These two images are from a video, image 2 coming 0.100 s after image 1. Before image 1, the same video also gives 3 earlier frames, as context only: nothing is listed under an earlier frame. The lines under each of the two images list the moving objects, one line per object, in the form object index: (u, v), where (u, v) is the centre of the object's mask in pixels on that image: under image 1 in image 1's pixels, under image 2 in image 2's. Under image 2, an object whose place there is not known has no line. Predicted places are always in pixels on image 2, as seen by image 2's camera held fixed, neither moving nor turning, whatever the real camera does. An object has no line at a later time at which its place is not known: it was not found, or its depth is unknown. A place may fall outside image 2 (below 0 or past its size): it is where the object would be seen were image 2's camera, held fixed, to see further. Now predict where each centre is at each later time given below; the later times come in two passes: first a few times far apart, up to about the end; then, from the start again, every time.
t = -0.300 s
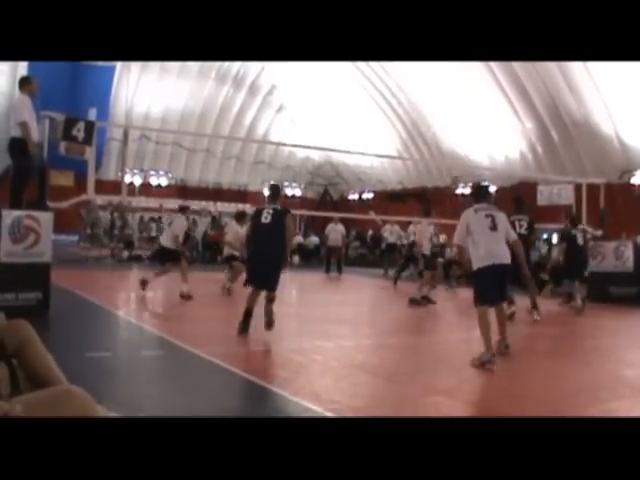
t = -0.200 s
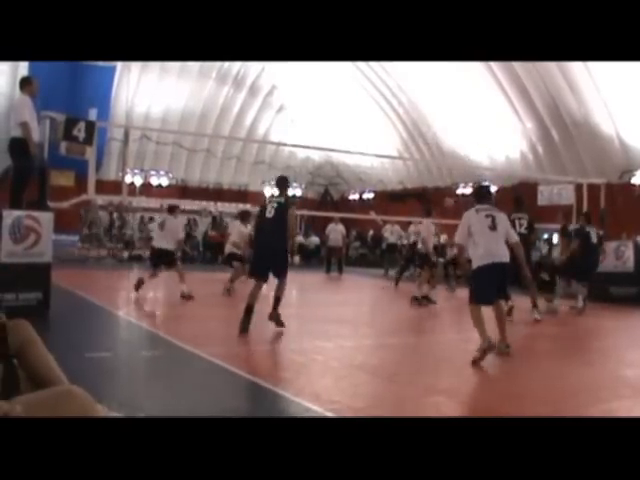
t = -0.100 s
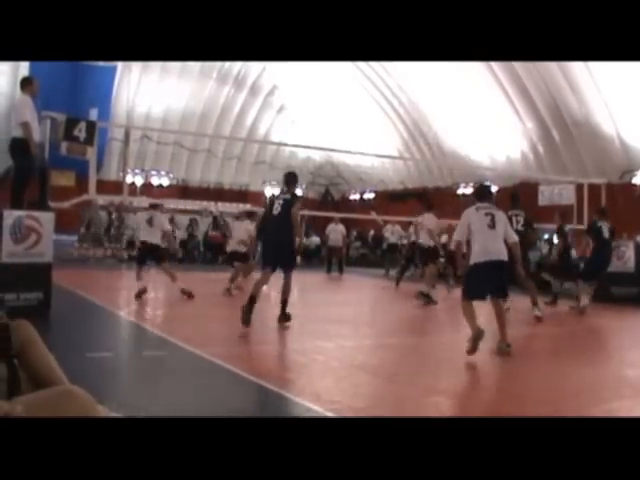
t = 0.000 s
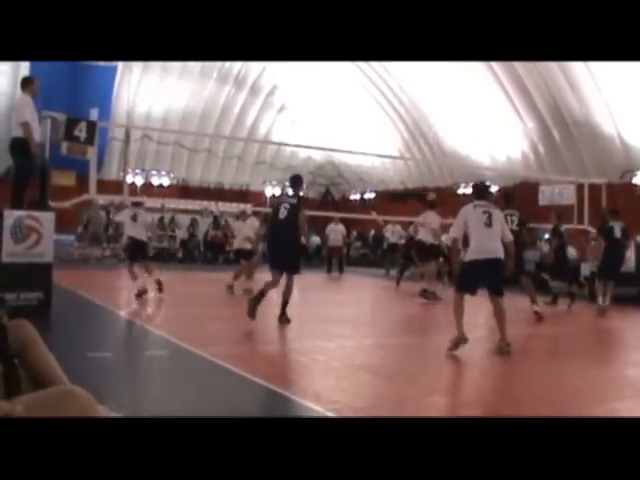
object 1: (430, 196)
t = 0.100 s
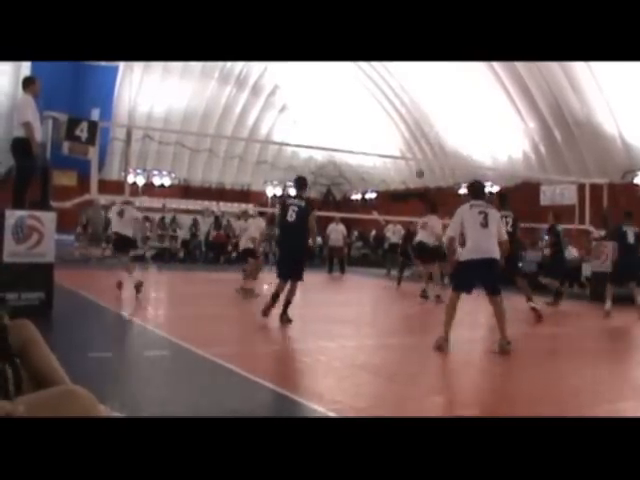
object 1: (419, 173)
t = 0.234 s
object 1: (402, 146)
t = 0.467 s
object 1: (370, 119)
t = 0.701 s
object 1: (336, 119)
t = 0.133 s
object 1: (415, 166)
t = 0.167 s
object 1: (411, 157)
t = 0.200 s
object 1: (406, 152)
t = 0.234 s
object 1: (402, 146)
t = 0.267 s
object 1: (397, 141)
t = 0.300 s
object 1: (393, 136)
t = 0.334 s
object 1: (388, 131)
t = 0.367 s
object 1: (384, 128)
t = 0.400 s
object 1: (379, 124)
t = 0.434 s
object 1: (374, 122)
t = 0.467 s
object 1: (370, 119)
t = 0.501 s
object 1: (365, 118)
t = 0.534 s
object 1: (360, 117)
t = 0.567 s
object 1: (355, 116)
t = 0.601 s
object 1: (350, 116)
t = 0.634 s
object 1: (345, 116)
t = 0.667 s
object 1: (340, 118)
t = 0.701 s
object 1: (336, 119)
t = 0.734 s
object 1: (330, 122)
